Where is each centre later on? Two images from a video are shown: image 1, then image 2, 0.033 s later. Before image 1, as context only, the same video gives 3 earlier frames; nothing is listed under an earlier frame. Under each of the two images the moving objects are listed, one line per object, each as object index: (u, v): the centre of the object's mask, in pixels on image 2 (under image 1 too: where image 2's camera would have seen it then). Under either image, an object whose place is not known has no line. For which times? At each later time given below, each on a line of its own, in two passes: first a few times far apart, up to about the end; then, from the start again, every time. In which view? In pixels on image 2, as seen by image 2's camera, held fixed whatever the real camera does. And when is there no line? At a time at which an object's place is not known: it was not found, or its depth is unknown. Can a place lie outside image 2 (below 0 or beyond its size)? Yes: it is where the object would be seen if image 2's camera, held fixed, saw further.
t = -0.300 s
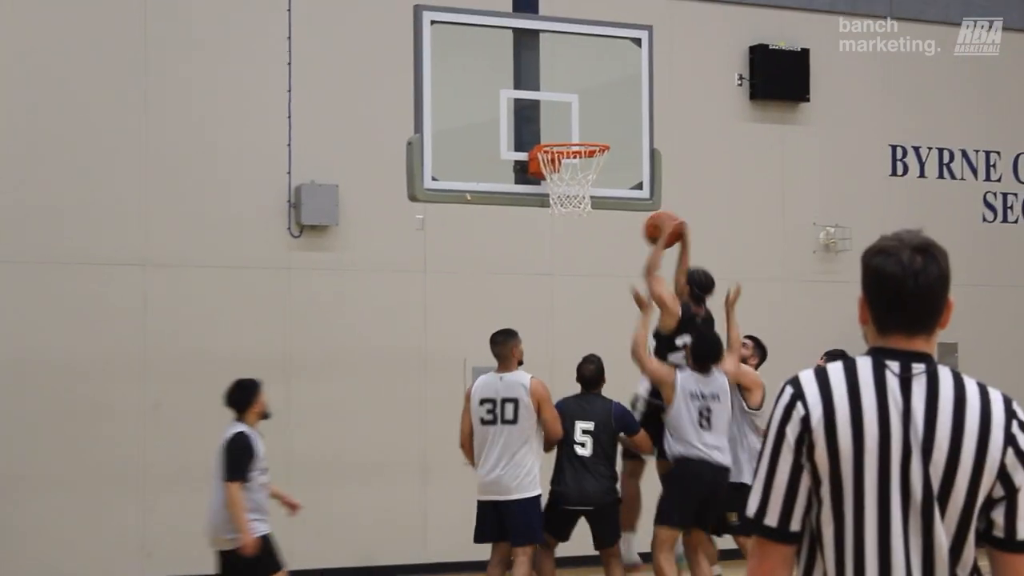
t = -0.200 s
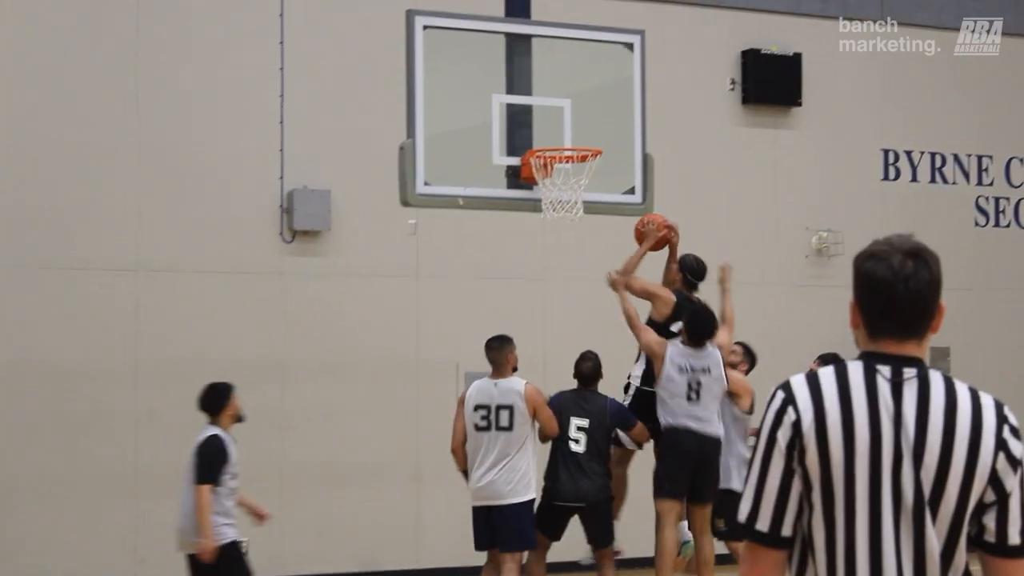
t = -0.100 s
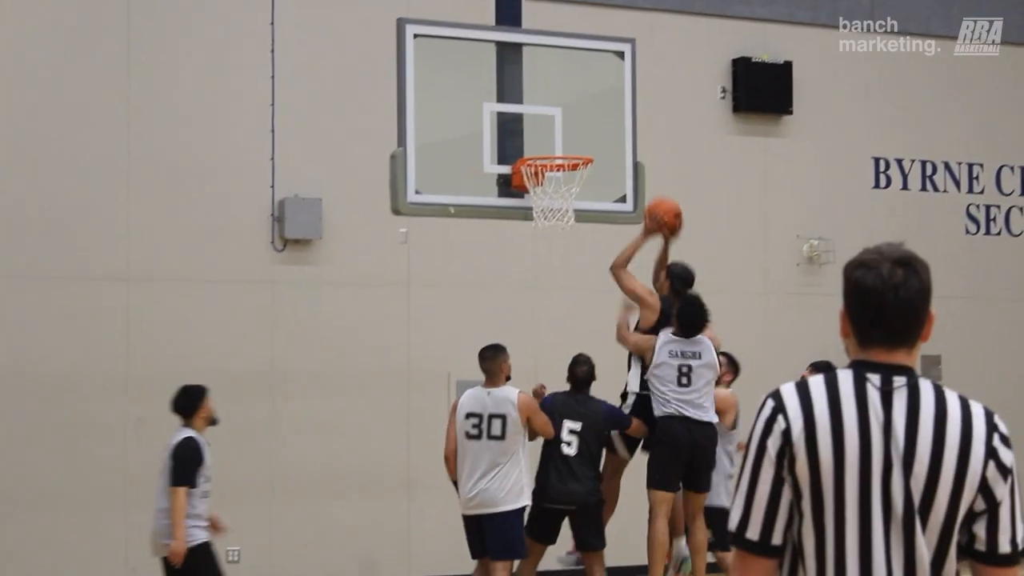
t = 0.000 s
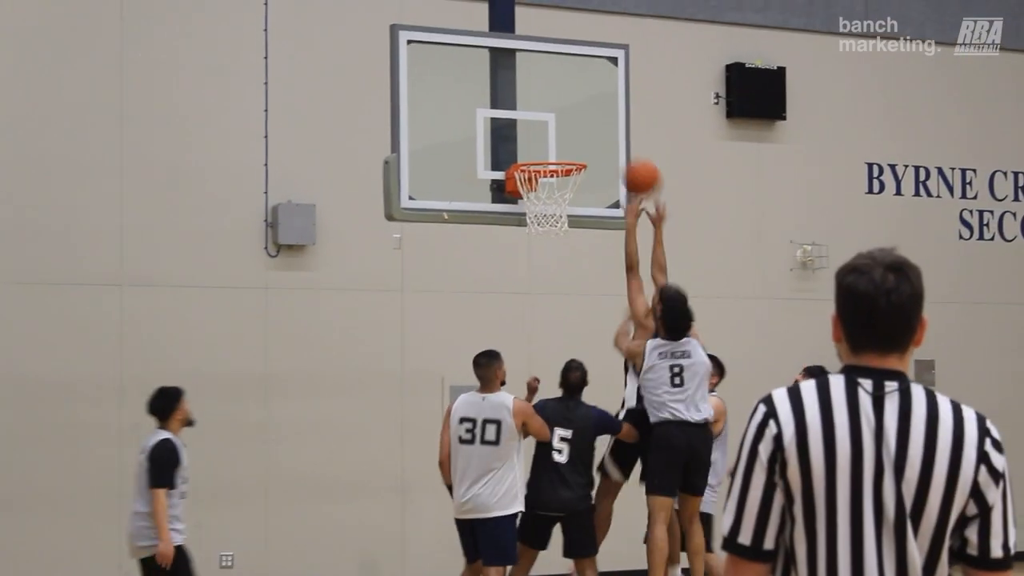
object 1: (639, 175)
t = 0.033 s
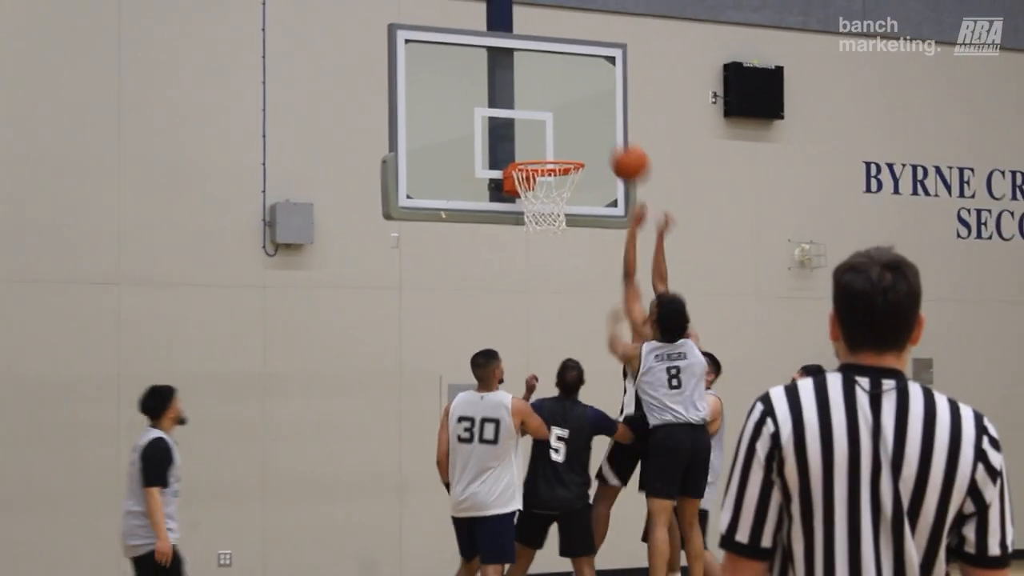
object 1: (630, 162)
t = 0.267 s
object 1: (567, 114)
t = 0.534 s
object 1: (500, 144)
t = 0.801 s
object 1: (479, 151)
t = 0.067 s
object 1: (620, 150)
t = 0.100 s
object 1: (612, 140)
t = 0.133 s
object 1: (602, 132)
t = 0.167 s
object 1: (594, 125)
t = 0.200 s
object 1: (585, 120)
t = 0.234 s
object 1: (576, 116)
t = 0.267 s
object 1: (567, 114)
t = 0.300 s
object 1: (559, 114)
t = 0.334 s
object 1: (550, 116)
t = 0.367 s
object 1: (541, 119)
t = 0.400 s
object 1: (532, 124)
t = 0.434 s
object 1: (523, 131)
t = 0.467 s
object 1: (515, 138)
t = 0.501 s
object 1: (506, 146)
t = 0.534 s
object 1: (500, 144)
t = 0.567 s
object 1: (494, 141)
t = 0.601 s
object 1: (487, 139)
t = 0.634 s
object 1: (483, 138)
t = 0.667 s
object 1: (482, 138)
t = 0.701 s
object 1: (481, 139)
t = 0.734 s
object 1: (481, 141)
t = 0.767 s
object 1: (480, 145)
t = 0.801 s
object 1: (479, 151)
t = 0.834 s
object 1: (479, 159)
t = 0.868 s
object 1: (478, 168)
